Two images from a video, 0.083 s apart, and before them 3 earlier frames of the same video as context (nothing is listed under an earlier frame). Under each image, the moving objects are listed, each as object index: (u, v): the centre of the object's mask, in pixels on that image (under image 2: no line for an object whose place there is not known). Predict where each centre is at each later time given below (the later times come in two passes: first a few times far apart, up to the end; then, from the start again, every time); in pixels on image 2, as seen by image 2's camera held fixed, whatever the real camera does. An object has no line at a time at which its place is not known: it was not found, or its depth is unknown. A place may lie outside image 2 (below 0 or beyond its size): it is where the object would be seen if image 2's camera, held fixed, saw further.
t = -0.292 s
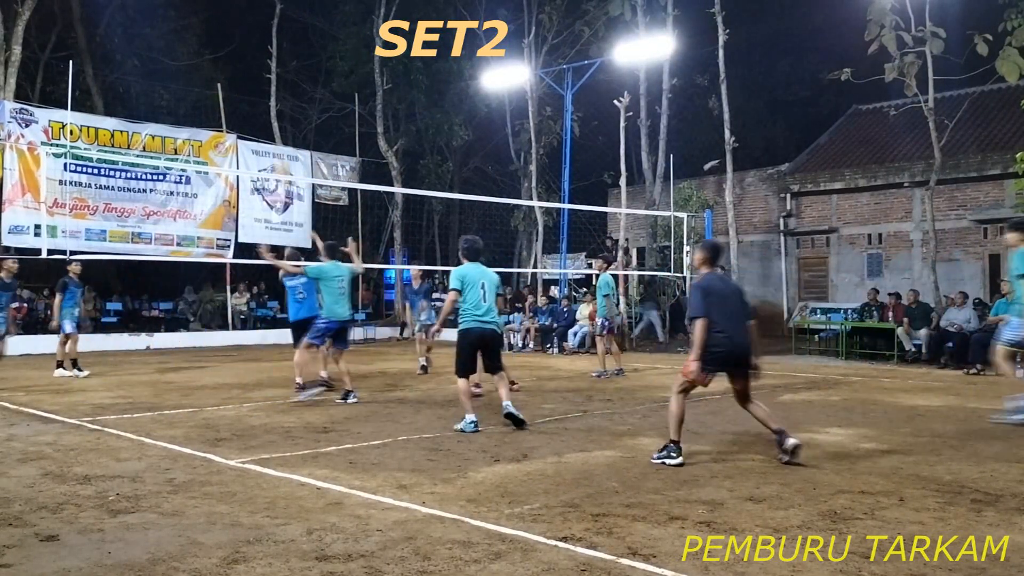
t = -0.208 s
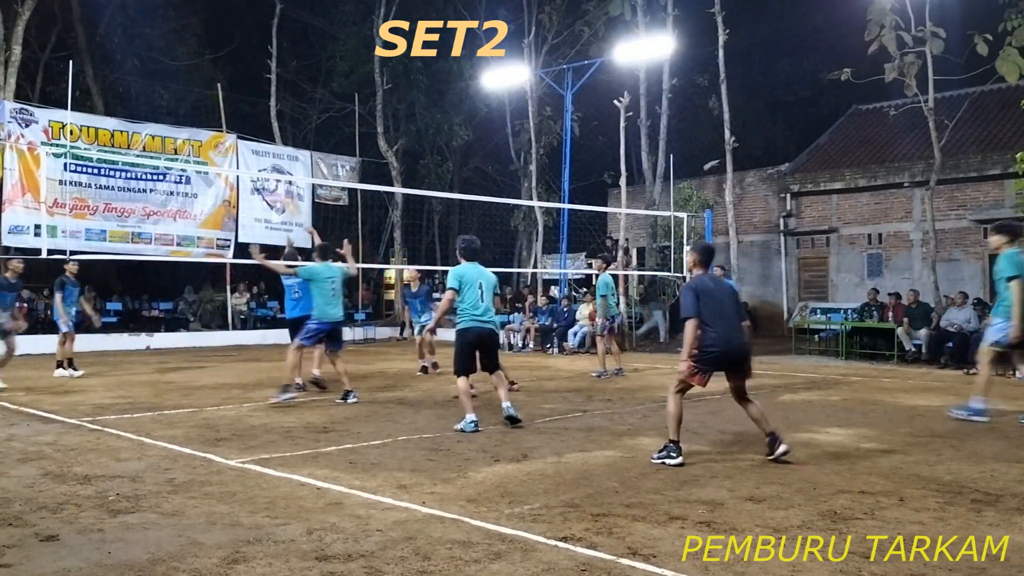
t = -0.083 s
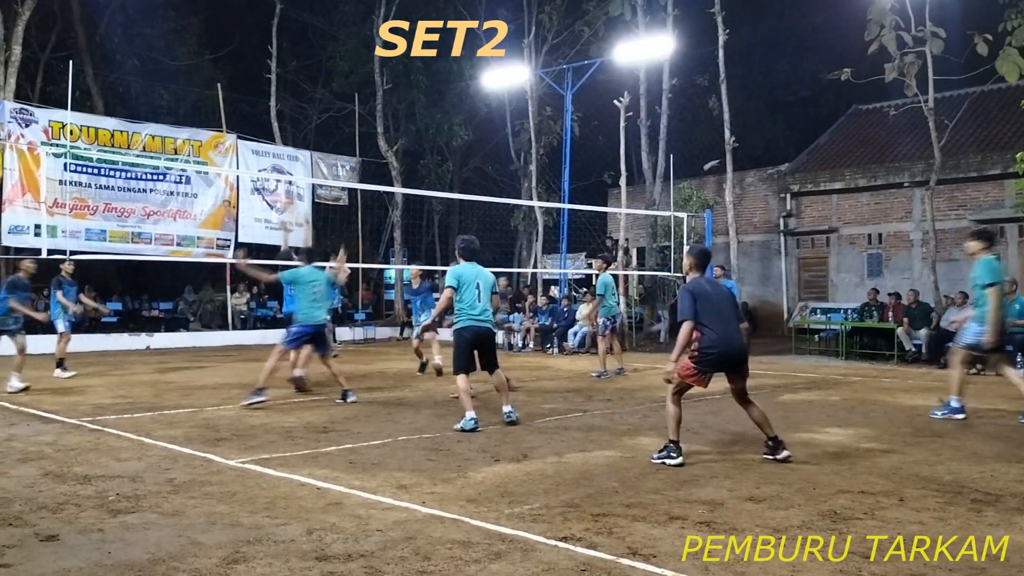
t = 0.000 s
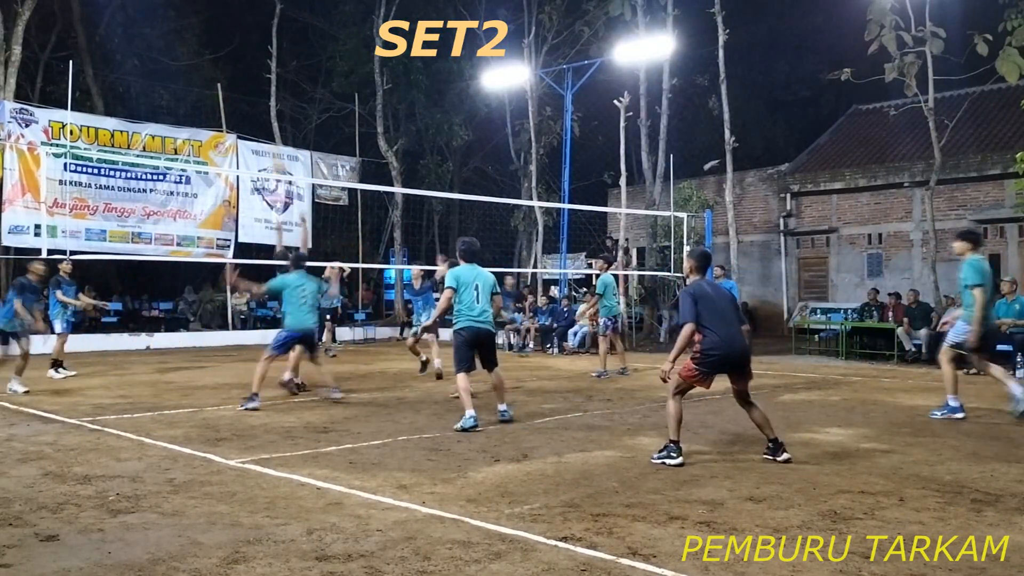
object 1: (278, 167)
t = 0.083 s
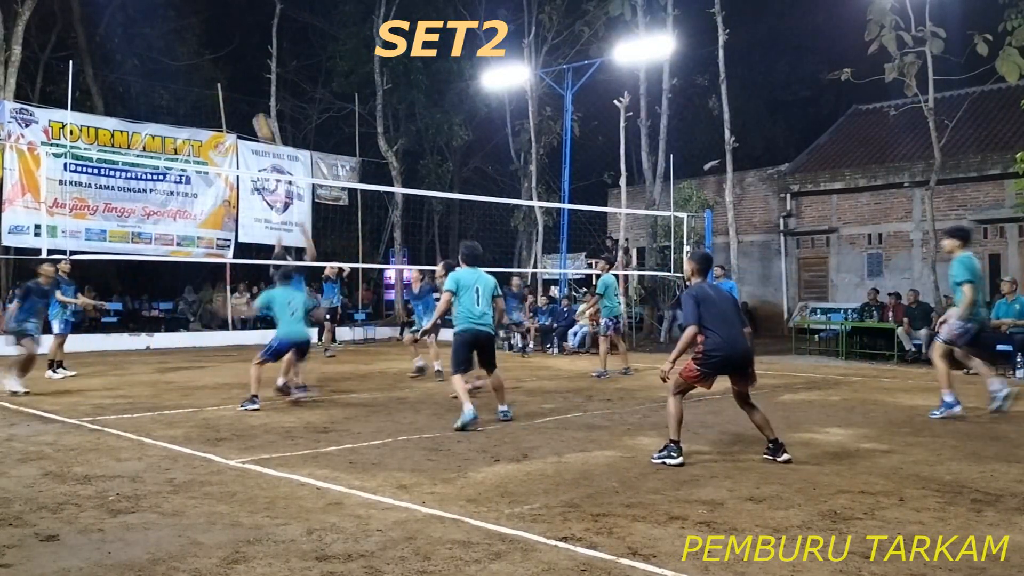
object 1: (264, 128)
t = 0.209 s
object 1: (247, 87)
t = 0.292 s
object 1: (235, 66)
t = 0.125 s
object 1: (259, 114)
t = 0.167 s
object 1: (252, 98)
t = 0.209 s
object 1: (247, 87)
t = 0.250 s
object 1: (242, 78)
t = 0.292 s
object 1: (235, 66)
